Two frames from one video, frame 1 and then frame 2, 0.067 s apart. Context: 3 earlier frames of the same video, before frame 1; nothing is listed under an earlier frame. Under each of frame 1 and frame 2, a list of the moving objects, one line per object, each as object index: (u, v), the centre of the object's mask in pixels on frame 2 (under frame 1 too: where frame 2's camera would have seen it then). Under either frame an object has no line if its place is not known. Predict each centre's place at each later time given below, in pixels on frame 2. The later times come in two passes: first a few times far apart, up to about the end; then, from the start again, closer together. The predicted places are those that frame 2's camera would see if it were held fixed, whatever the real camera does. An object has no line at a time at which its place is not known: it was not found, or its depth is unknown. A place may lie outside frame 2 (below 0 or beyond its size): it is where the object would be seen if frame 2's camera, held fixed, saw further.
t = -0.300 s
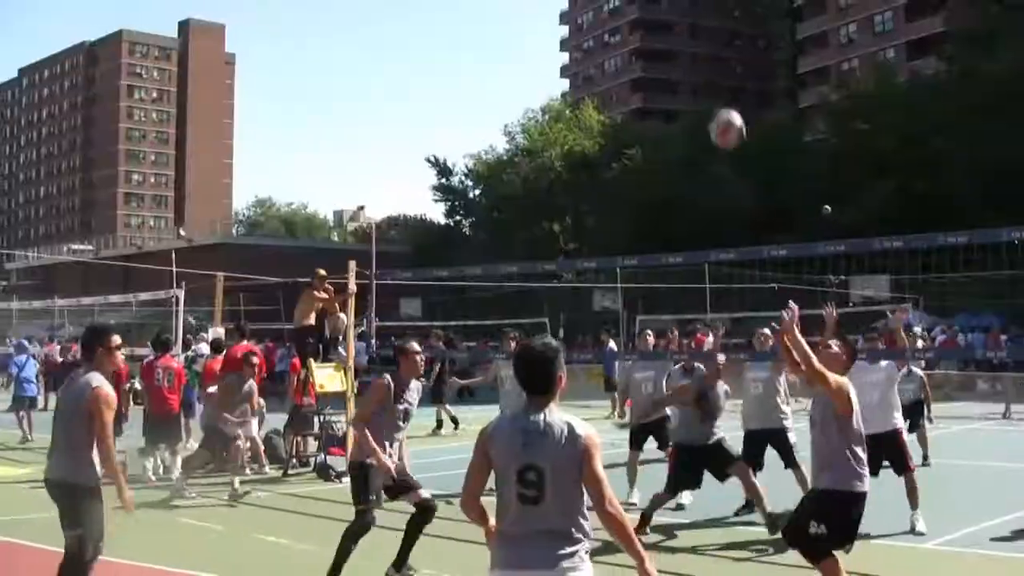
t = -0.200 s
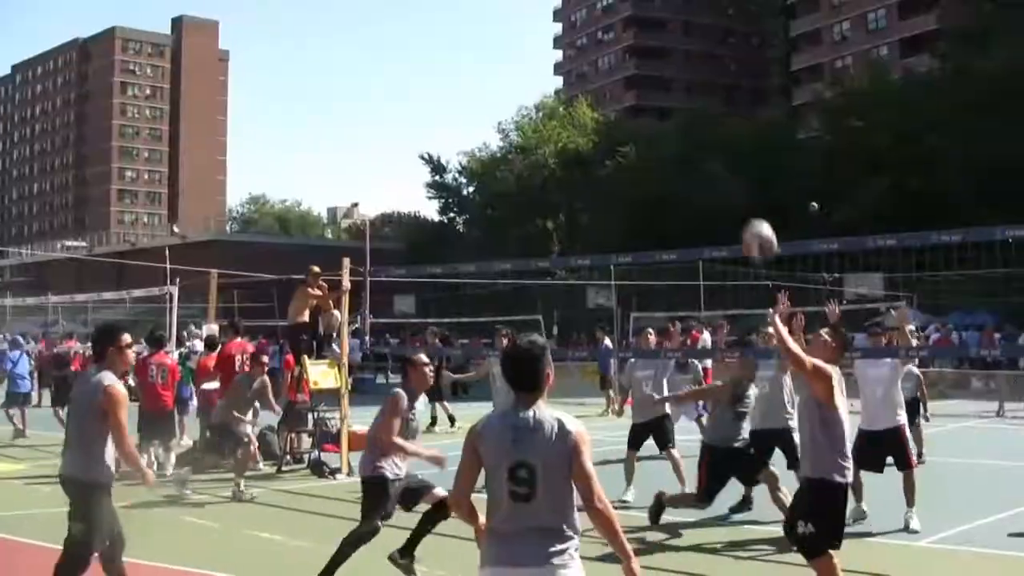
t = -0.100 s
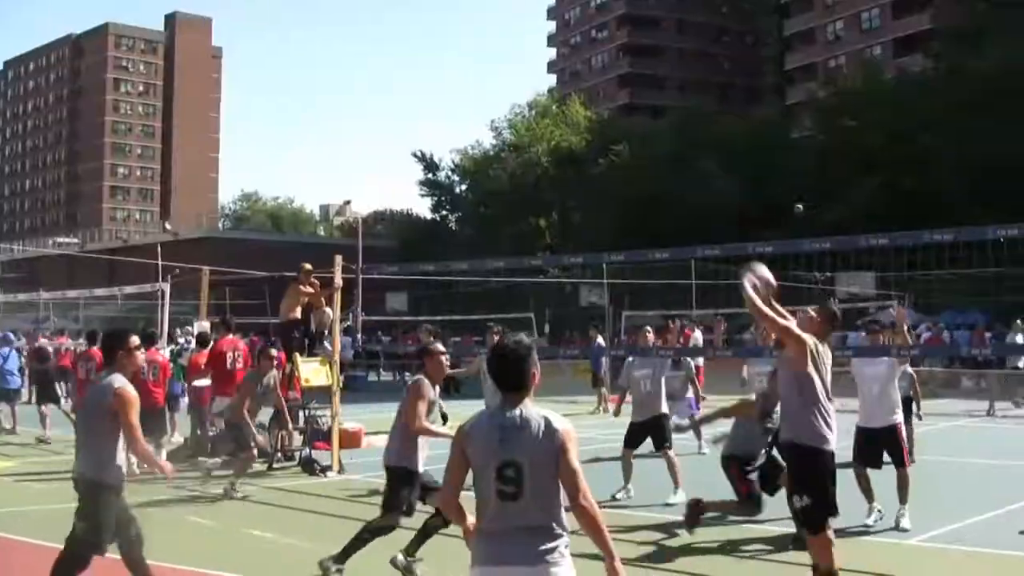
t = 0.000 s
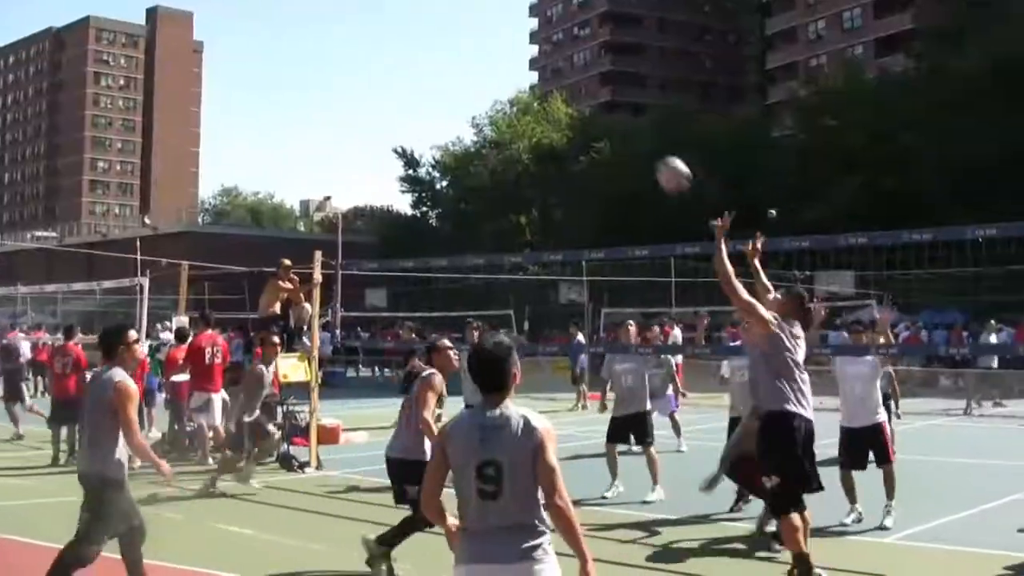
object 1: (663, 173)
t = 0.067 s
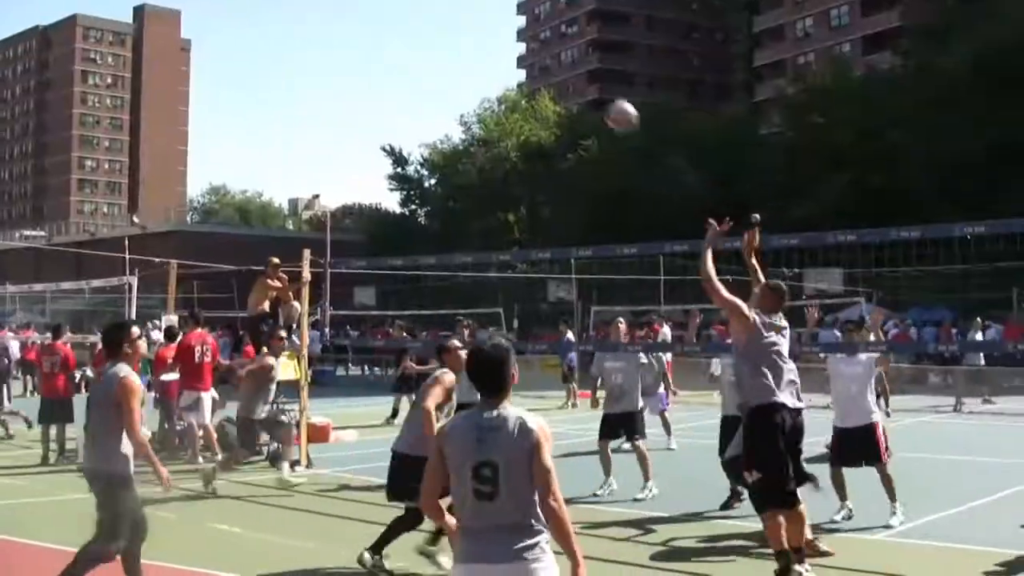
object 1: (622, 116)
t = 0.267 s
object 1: (518, 15)
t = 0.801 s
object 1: (339, 12)
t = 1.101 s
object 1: (271, 125)
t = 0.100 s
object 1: (603, 92)
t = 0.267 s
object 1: (518, 15)
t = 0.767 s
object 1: (345, 8)
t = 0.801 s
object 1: (339, 12)
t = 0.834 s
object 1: (331, 22)
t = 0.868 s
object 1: (322, 33)
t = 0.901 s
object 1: (313, 44)
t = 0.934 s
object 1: (307, 56)
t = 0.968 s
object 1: (300, 67)
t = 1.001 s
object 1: (292, 82)
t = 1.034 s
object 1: (285, 95)
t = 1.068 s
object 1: (278, 110)
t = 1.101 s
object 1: (271, 125)
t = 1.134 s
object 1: (265, 141)
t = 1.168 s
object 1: (258, 159)
